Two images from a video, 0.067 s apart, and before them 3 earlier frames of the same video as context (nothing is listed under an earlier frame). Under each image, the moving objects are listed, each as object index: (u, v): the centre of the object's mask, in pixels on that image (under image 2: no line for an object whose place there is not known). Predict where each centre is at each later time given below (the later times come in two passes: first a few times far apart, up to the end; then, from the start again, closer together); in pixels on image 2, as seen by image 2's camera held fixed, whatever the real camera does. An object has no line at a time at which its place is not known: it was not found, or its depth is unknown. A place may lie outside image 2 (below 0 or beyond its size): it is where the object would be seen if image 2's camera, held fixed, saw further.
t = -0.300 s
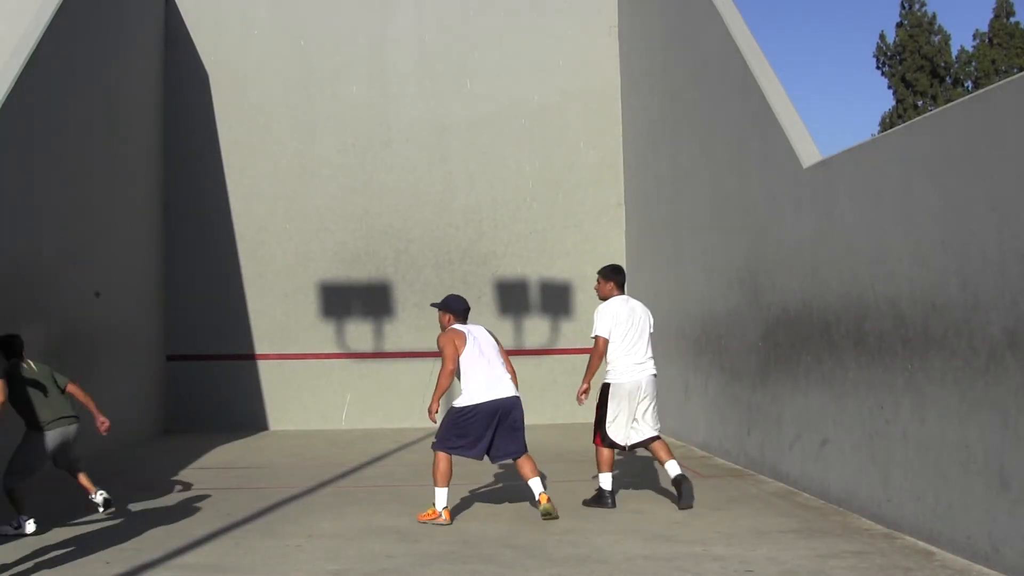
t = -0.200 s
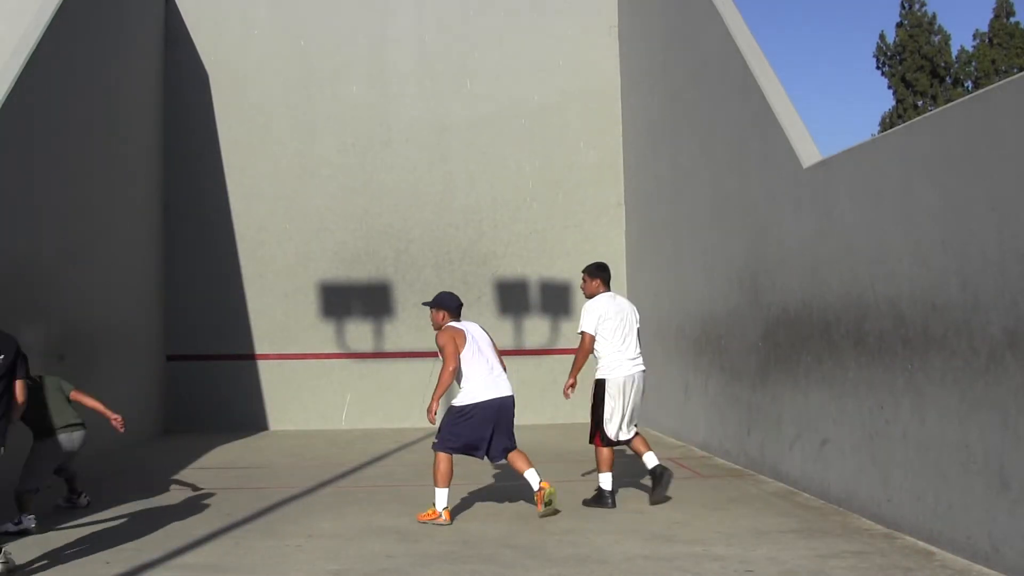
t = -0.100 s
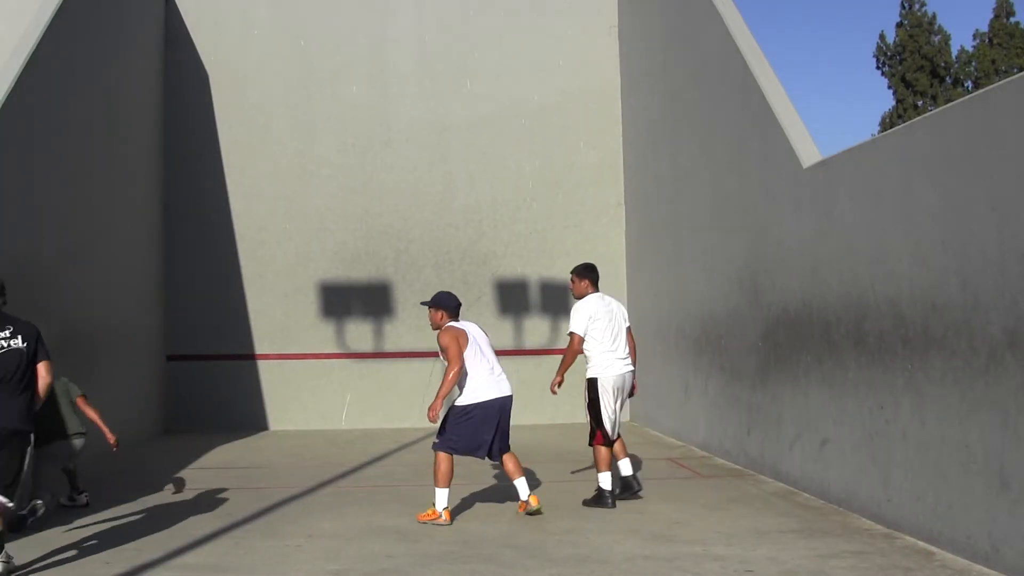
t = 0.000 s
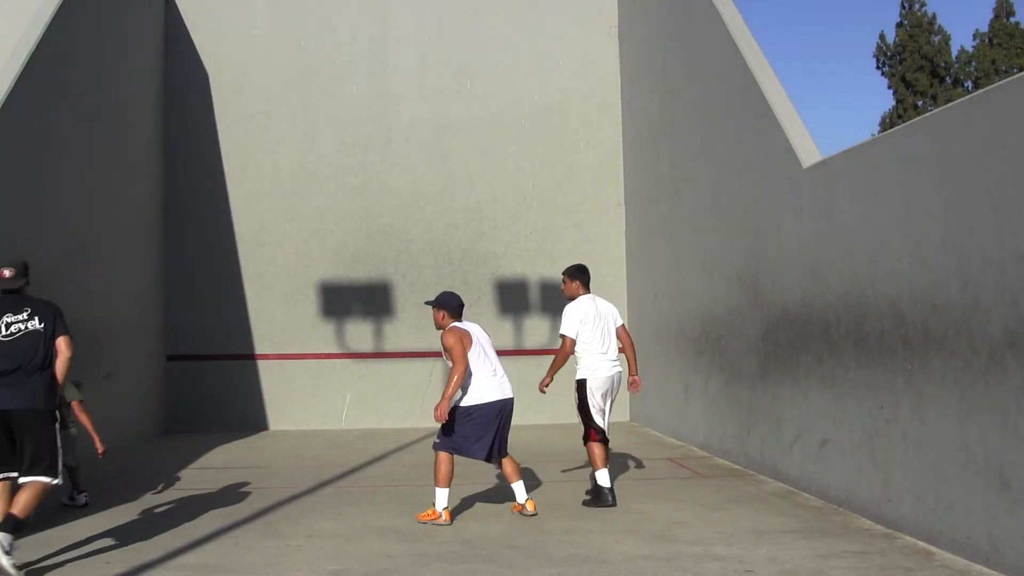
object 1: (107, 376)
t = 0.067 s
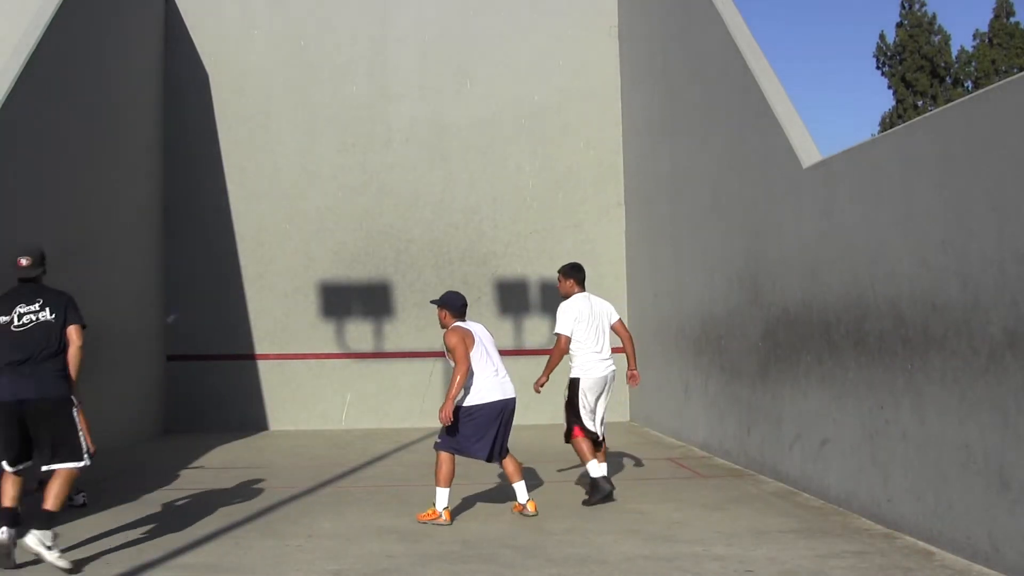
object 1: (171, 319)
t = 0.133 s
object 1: (223, 277)
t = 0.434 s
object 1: (340, 179)
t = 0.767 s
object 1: (429, 116)
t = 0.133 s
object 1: (223, 277)
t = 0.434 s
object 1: (340, 179)
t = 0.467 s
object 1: (346, 170)
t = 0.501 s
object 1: (354, 162)
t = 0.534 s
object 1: (361, 154)
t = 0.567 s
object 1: (369, 146)
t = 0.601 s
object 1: (378, 139)
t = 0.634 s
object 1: (387, 133)
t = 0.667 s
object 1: (397, 128)
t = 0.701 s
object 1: (407, 123)
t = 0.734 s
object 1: (418, 119)
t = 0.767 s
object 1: (429, 116)
